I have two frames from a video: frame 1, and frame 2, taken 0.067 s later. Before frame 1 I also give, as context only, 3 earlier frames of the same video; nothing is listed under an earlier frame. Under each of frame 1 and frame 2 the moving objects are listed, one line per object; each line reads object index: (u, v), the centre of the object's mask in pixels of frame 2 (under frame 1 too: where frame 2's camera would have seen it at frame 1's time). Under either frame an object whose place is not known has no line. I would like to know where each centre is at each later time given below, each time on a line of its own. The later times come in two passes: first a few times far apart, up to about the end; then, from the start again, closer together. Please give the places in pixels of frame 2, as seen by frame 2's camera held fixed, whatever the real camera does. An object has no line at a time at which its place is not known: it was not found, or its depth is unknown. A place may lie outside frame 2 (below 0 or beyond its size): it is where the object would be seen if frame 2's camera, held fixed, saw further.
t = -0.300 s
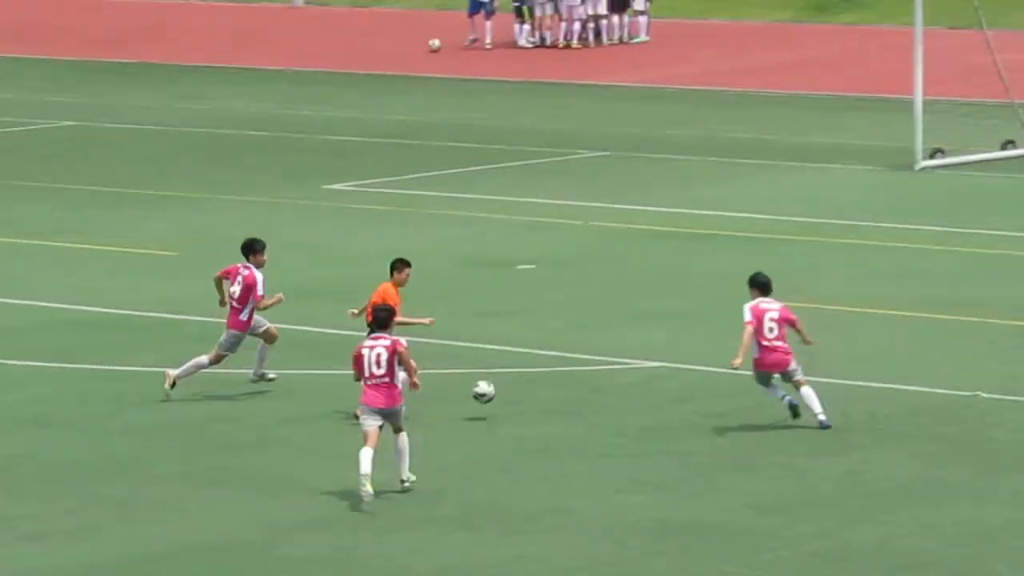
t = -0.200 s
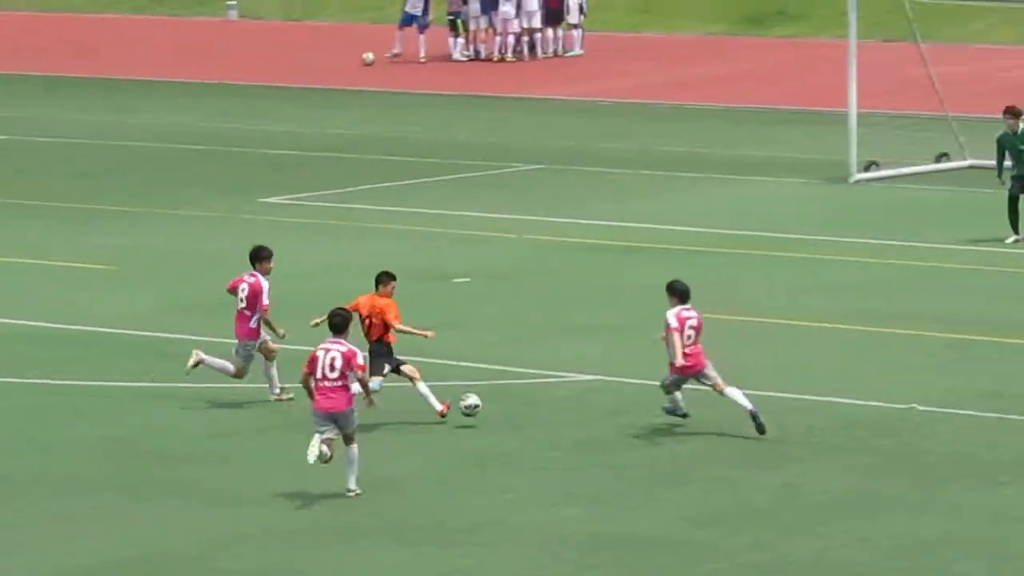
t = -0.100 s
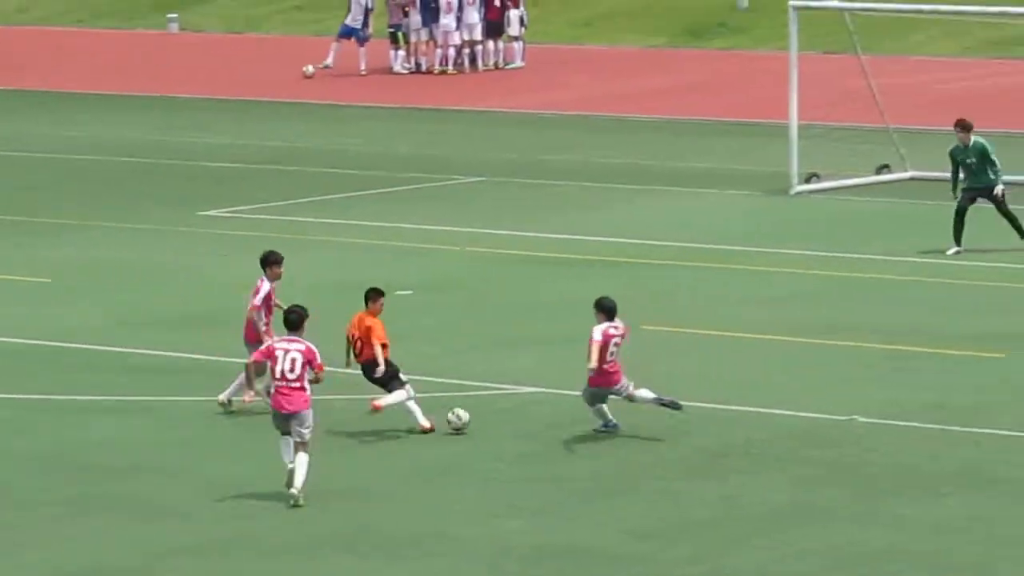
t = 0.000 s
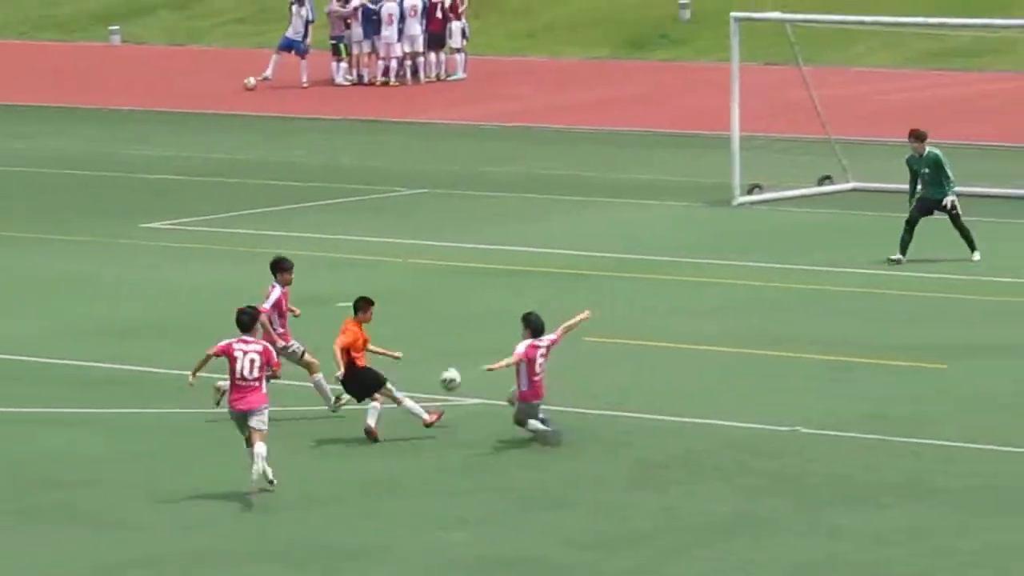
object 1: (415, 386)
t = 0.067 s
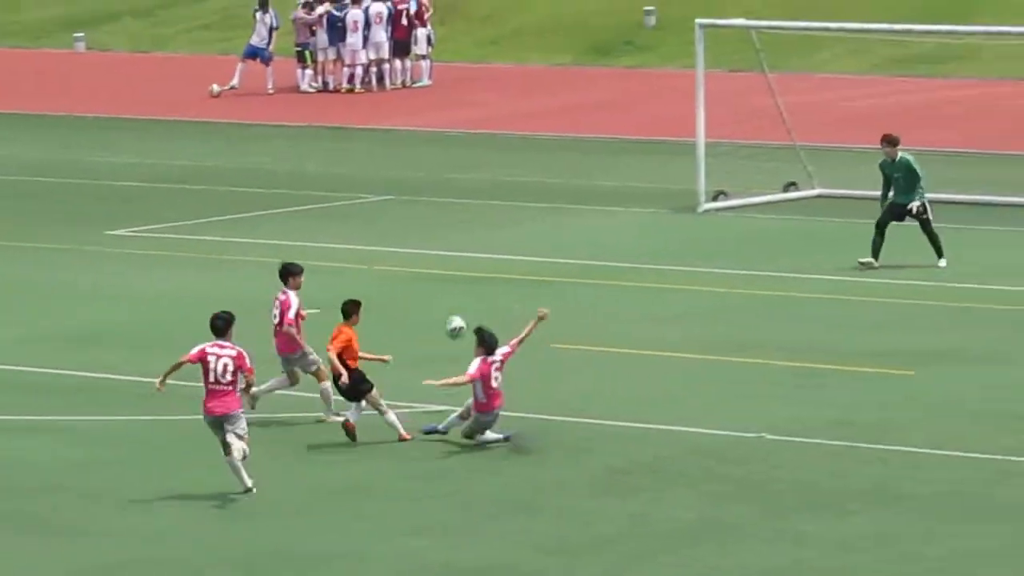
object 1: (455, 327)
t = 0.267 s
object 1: (565, 181)
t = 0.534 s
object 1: (691, 53)
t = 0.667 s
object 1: (743, 14)
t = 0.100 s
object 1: (474, 299)
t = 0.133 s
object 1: (492, 273)
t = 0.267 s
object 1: (565, 181)
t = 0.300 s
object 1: (582, 161)
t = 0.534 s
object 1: (691, 53)
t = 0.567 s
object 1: (705, 42)
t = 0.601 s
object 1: (718, 32)
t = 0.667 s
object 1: (743, 14)
